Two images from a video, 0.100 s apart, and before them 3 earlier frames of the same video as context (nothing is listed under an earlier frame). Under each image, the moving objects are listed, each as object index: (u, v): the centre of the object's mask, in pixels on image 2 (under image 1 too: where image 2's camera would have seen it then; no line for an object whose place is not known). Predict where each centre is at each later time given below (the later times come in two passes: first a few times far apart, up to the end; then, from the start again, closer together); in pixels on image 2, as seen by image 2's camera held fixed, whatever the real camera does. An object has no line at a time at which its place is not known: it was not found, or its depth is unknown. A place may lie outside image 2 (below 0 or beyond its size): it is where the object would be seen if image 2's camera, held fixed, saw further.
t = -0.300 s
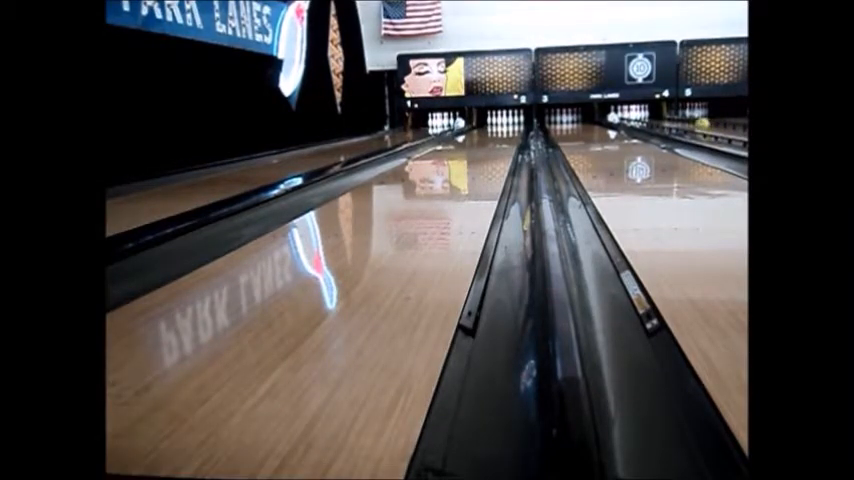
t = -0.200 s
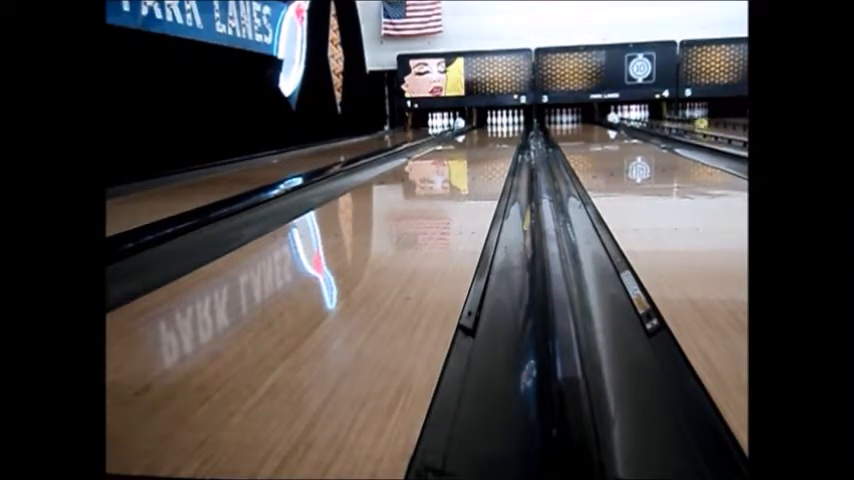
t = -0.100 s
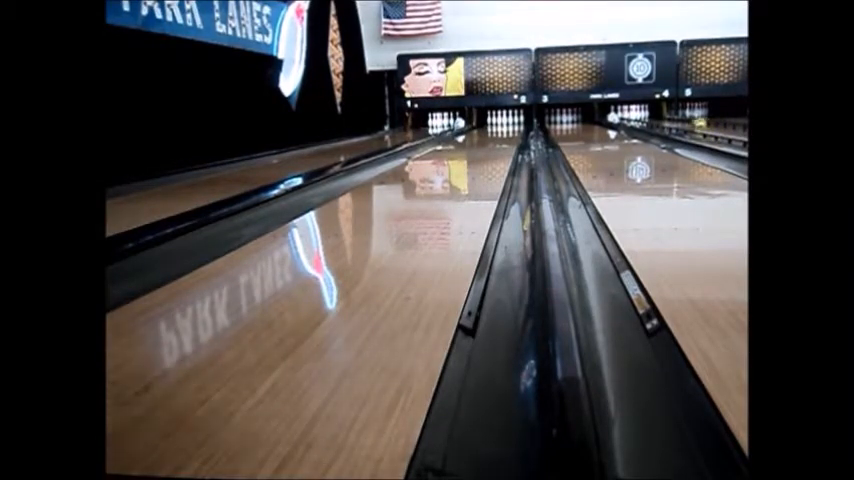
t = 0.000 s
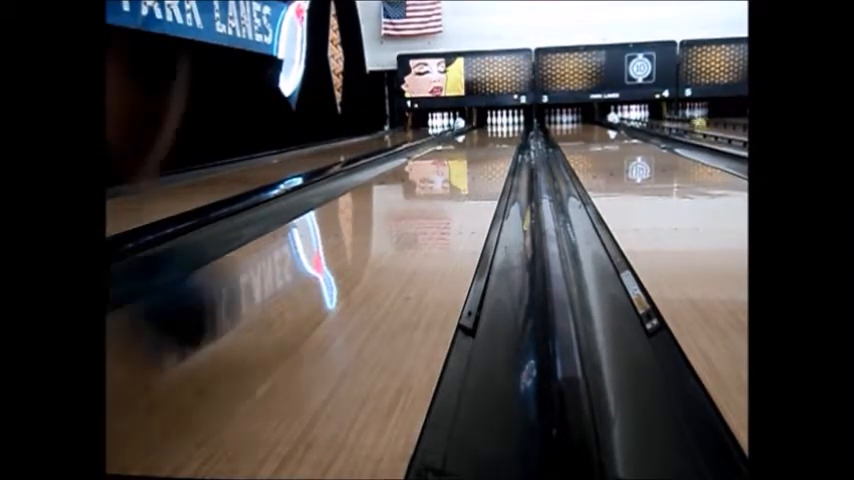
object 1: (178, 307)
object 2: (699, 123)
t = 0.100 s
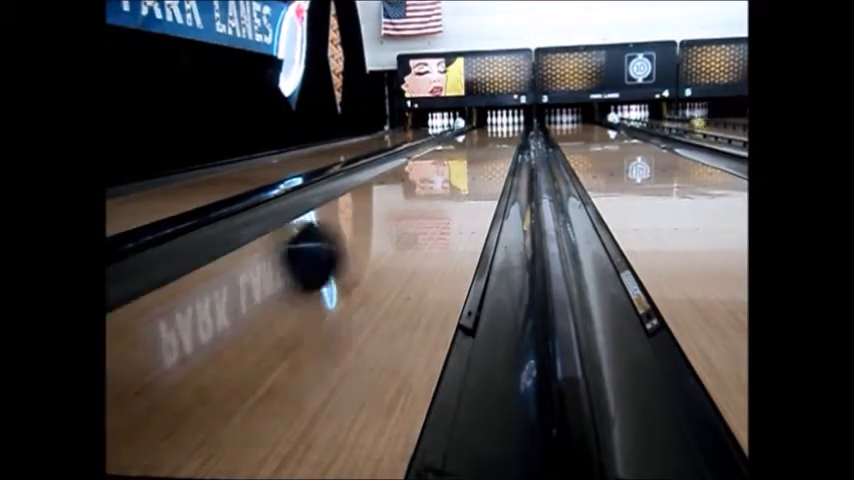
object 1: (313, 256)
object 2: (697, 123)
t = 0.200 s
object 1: (374, 223)
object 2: (696, 122)
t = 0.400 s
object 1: (438, 180)
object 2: (693, 122)
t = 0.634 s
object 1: (471, 158)
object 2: (691, 122)
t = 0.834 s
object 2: (689, 123)
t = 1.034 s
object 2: (686, 123)
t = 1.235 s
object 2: (683, 122)
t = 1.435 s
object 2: (680, 121)
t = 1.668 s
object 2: (678, 121)
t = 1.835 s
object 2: (677, 121)
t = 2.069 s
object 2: (675, 121)
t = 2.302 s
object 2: (670, 121)
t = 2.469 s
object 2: (667, 120)
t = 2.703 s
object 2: (667, 120)
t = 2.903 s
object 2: (667, 120)
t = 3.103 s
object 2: (666, 120)
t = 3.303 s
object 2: (666, 120)
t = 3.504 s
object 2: (664, 120)
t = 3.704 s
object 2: (662, 121)
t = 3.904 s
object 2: (661, 120)
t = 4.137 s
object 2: (661, 120)
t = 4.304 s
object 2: (660, 120)
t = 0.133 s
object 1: (339, 246)
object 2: (696, 122)
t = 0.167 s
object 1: (357, 233)
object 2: (696, 122)
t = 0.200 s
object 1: (374, 223)
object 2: (696, 122)
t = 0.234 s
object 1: (389, 211)
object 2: (695, 122)
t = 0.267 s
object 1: (402, 204)
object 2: (695, 122)
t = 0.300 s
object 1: (413, 196)
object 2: (694, 122)
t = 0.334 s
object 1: (421, 190)
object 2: (694, 122)
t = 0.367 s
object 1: (430, 185)
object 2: (694, 122)
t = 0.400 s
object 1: (438, 180)
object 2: (693, 122)
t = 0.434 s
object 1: (444, 175)
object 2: (693, 122)
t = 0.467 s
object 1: (450, 172)
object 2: (693, 122)
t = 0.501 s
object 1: (455, 168)
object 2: (693, 122)
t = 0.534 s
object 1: (460, 165)
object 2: (692, 122)
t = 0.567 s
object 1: (464, 162)
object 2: (692, 122)
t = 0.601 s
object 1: (468, 159)
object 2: (692, 122)
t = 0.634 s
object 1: (471, 158)
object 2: (691, 122)
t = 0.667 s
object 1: (475, 156)
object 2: (691, 122)
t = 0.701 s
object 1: (477, 153)
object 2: (690, 122)
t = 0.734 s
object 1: (480, 151)
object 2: (690, 122)
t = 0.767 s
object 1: (483, 149)
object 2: (690, 122)
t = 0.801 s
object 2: (689, 123)
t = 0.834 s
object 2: (689, 123)
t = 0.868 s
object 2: (688, 123)
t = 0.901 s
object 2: (687, 122)
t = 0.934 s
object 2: (687, 123)
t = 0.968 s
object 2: (687, 122)
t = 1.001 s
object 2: (686, 123)
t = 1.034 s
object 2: (686, 123)
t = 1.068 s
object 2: (686, 123)
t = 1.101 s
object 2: (685, 123)
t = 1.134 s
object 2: (685, 123)
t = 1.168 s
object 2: (685, 123)
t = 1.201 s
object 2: (685, 123)
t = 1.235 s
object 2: (683, 122)
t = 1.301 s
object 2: (682, 122)
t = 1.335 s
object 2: (681, 122)
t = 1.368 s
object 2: (681, 122)
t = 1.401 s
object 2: (681, 121)
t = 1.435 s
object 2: (680, 121)
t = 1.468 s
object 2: (680, 121)
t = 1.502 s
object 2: (680, 122)
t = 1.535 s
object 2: (679, 121)
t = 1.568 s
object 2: (679, 121)
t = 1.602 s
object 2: (679, 121)
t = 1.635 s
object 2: (678, 121)
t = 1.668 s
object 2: (678, 121)
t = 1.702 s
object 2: (678, 121)
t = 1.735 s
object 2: (677, 121)
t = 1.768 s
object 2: (677, 121)
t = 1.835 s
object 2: (677, 121)
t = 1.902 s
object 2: (676, 121)
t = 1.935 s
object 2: (676, 121)
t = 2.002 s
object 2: (675, 121)
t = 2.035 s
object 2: (675, 121)
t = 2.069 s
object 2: (675, 121)
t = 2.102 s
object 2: (674, 120)
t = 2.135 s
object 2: (672, 121)
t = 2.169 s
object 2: (672, 121)
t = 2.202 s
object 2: (671, 120)
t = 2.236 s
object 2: (670, 121)
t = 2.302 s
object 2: (670, 121)
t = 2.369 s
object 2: (669, 120)
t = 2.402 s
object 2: (668, 120)
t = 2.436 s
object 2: (667, 120)
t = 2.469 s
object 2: (667, 120)
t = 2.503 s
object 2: (667, 120)
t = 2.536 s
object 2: (667, 120)
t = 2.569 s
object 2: (667, 120)
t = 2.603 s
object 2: (667, 120)
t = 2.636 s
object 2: (667, 120)
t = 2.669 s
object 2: (667, 120)
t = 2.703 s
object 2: (667, 120)
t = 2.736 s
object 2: (667, 120)
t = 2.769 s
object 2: (667, 120)
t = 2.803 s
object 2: (667, 120)
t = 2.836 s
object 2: (667, 120)
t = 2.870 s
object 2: (667, 120)
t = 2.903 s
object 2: (667, 120)
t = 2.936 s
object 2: (667, 120)
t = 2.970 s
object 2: (666, 120)
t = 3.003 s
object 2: (666, 120)
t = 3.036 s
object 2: (666, 120)
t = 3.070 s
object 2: (666, 120)
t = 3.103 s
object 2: (666, 120)
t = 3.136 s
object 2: (666, 120)
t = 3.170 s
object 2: (666, 120)
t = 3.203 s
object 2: (666, 120)
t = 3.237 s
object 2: (666, 120)
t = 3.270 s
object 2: (666, 120)
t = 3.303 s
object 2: (666, 120)
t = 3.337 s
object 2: (665, 120)
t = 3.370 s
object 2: (665, 120)
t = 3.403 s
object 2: (665, 120)
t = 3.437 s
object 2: (665, 120)
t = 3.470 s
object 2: (664, 120)
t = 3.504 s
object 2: (664, 120)
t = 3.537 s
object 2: (663, 120)
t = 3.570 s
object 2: (663, 120)
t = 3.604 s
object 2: (663, 120)
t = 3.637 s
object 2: (663, 120)
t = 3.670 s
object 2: (663, 120)
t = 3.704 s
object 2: (662, 121)
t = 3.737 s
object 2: (662, 121)
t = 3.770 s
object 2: (662, 120)
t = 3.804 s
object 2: (662, 120)
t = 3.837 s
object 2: (662, 120)
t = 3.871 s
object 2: (662, 120)
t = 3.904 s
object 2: (661, 120)
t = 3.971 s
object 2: (661, 120)
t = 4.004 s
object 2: (661, 120)
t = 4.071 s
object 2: (661, 120)
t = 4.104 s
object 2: (660, 120)
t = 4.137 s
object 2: (661, 120)
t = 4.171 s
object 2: (660, 120)
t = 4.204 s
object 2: (660, 120)
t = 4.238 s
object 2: (660, 120)
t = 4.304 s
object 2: (660, 120)
